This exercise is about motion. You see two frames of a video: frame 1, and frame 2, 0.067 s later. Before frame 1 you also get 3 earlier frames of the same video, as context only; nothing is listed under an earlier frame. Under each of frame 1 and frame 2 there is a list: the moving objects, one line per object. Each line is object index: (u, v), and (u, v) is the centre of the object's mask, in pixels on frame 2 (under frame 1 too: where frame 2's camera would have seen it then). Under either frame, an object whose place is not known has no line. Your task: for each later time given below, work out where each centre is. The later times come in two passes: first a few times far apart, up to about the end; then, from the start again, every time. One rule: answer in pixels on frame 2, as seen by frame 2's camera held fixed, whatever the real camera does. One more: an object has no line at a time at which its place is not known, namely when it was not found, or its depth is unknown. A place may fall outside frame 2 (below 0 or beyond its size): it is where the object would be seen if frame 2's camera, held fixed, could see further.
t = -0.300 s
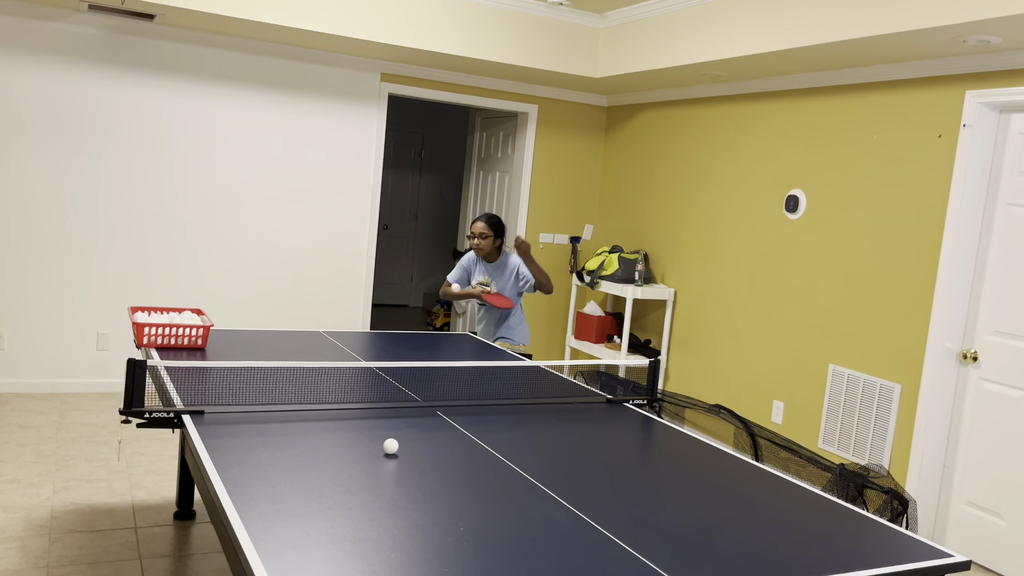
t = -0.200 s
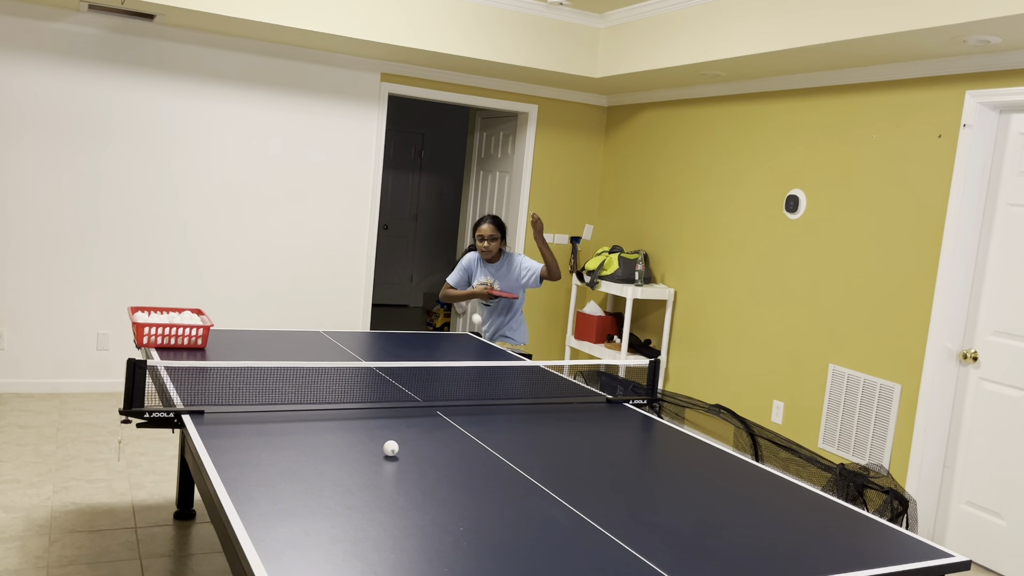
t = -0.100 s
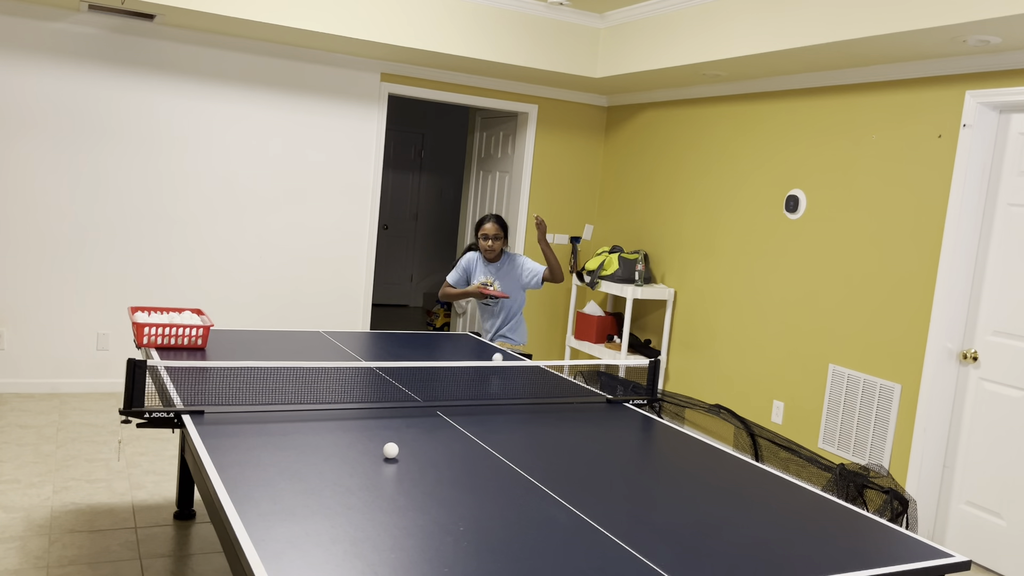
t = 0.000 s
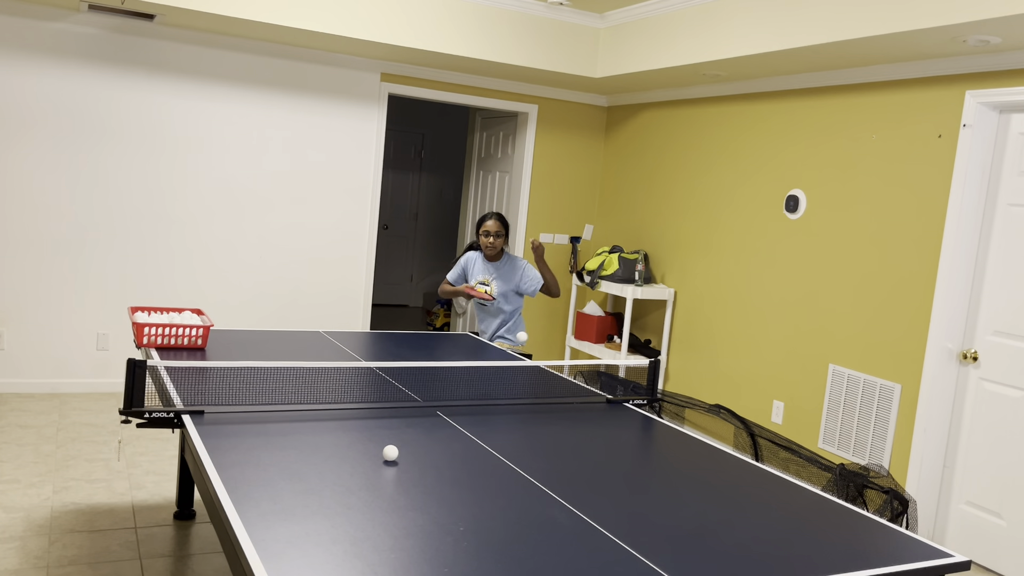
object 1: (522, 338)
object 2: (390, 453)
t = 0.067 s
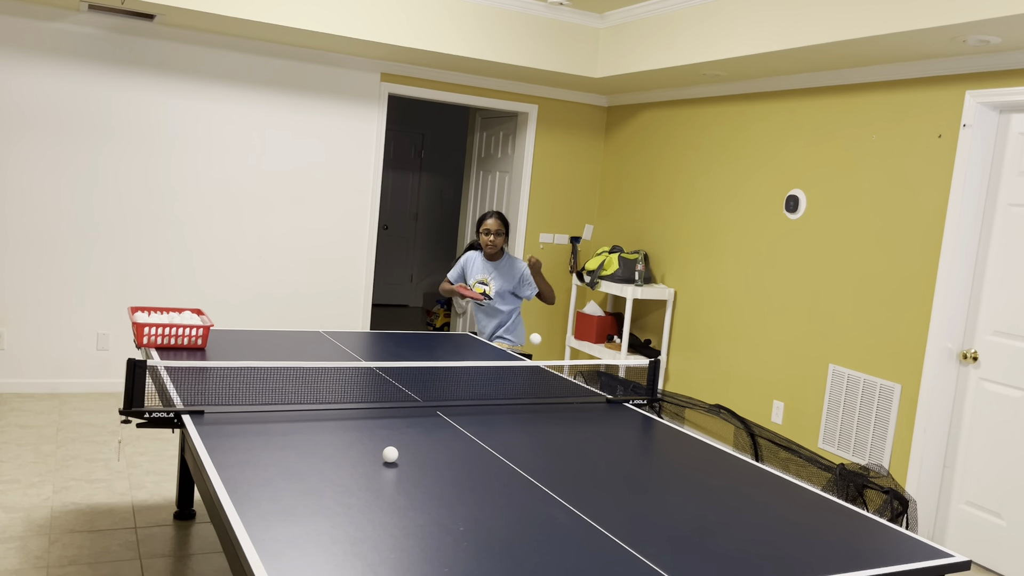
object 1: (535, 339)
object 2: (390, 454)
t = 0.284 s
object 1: (574, 422)
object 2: (389, 459)
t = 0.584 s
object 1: (613, 441)
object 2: (387, 467)
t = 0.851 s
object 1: (622, 443)
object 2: (384, 473)
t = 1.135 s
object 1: (599, 457)
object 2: (378, 481)
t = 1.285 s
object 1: (572, 496)
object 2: (375, 485)
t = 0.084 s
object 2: (390, 455)
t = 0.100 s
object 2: (390, 455)
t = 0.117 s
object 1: (545, 348)
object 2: (390, 455)
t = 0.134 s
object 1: (548, 353)
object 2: (390, 456)
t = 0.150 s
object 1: (551, 358)
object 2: (390, 456)
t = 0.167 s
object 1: (555, 365)
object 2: (390, 457)
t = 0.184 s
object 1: (557, 372)
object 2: (390, 457)
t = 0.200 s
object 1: (560, 381)
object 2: (390, 457)
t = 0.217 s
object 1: (563, 390)
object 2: (390, 458)
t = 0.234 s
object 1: (566, 400)
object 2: (390, 458)
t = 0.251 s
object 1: (569, 411)
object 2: (390, 458)
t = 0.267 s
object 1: (572, 424)
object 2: (389, 459)
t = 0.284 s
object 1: (574, 422)
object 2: (389, 459)
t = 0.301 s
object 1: (577, 415)
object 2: (389, 460)
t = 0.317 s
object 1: (580, 409)
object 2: (389, 460)
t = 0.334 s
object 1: (582, 405)
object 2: (389, 461)
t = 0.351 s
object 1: (585, 401)
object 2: (389, 461)
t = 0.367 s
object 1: (588, 397)
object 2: (389, 461)
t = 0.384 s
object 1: (590, 395)
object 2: (389, 462)
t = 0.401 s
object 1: (592, 394)
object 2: (389, 462)
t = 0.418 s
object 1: (595, 393)
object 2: (388, 463)
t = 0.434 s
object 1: (597, 393)
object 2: (388, 463)
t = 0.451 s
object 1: (599, 395)
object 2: (388, 463)
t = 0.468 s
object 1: (601, 397)
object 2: (388, 464)
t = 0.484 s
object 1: (603, 400)
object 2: (388, 464)
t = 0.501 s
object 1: (605, 404)
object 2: (388, 465)
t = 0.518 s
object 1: (607, 409)
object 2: (388, 465)
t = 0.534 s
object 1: (608, 415)
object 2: (388, 465)
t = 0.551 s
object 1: (610, 423)
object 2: (387, 466)
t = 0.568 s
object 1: (611, 431)
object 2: (387, 466)
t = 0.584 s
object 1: (613, 441)
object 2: (387, 467)
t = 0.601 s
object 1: (614, 451)
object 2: (387, 467)
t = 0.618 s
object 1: (615, 463)
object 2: (387, 467)
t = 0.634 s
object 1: (616, 476)
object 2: (387, 468)
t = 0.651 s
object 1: (617, 473)
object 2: (386, 468)
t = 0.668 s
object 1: (618, 464)
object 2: (386, 469)
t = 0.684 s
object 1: (619, 457)
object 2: (386, 469)
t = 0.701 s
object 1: (620, 451)
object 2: (386, 470)
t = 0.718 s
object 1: (621, 446)
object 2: (386, 470)
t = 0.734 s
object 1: (621, 442)
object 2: (385, 470)
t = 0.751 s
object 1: (621, 439)
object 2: (385, 471)
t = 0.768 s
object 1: (622, 437)
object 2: (385, 472)
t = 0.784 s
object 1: (622, 436)
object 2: (385, 472)
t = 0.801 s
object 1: (622, 436)
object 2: (384, 472)
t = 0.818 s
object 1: (622, 437)
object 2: (384, 473)
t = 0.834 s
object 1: (622, 440)
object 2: (384, 473)
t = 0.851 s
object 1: (622, 443)
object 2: (384, 473)
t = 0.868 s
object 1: (621, 447)
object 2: (383, 474)
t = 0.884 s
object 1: (621, 453)
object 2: (383, 474)
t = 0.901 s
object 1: (620, 460)
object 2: (383, 475)
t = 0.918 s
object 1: (619, 468)
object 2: (382, 475)
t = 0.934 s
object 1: (619, 477)
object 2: (382, 476)
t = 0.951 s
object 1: (618, 488)
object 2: (382, 476)
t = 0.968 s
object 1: (616, 499)
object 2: (382, 476)
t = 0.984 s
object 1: (615, 510)
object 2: (382, 477)
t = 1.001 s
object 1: (614, 501)
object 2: (381, 477)
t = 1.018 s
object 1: (612, 491)
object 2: (381, 478)
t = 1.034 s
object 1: (611, 483)
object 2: (381, 478)
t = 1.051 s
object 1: (609, 476)
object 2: (380, 479)
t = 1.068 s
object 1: (607, 470)
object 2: (380, 479)
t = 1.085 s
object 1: (605, 465)
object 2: (379, 480)
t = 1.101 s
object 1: (603, 461)
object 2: (379, 480)
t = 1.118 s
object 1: (601, 459)
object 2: (379, 481)
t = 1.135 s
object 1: (599, 457)
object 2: (378, 481)
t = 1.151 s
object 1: (596, 457)
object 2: (378, 481)
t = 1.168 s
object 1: (594, 458)
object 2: (378, 482)
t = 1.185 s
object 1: (591, 460)
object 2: (377, 483)
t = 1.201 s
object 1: (588, 463)
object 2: (377, 483)
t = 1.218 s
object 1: (585, 468)
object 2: (376, 483)
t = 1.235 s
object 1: (582, 473)
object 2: (376, 484)
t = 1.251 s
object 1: (579, 480)
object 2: (376, 484)
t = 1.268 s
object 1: (576, 488)
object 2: (375, 485)
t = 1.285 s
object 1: (572, 496)
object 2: (375, 485)
